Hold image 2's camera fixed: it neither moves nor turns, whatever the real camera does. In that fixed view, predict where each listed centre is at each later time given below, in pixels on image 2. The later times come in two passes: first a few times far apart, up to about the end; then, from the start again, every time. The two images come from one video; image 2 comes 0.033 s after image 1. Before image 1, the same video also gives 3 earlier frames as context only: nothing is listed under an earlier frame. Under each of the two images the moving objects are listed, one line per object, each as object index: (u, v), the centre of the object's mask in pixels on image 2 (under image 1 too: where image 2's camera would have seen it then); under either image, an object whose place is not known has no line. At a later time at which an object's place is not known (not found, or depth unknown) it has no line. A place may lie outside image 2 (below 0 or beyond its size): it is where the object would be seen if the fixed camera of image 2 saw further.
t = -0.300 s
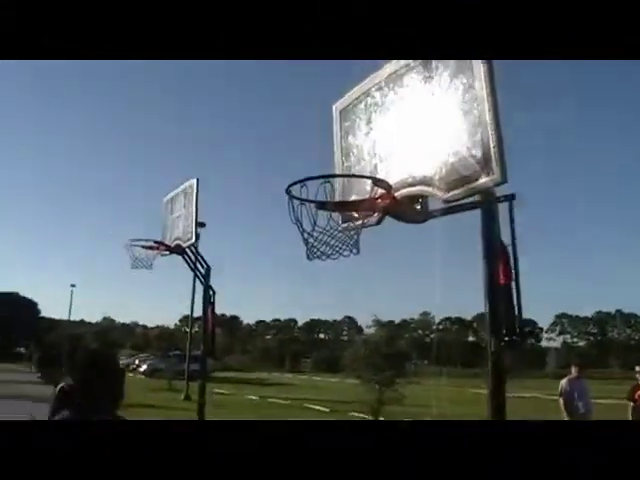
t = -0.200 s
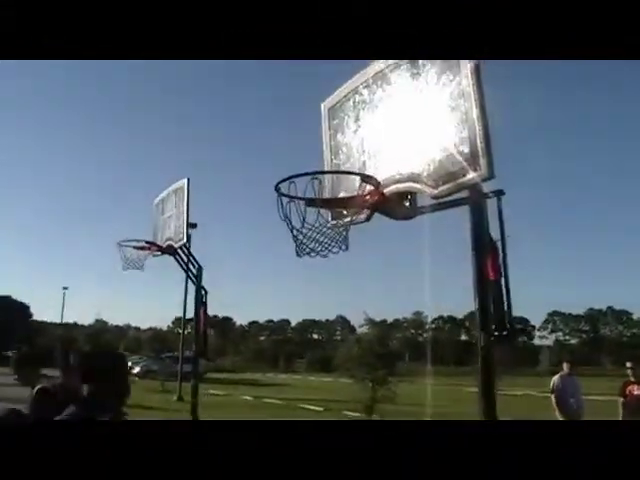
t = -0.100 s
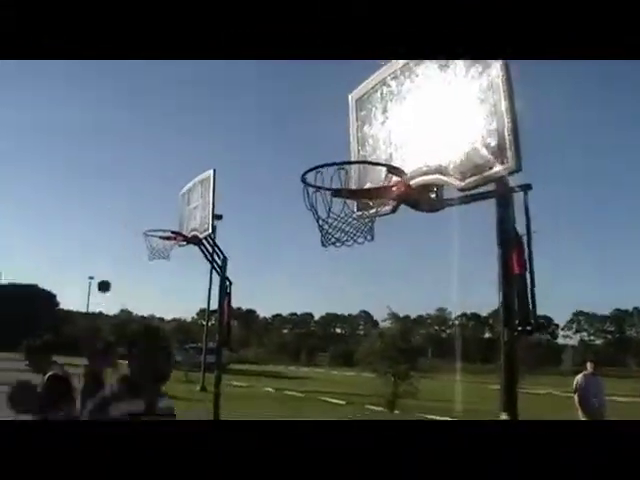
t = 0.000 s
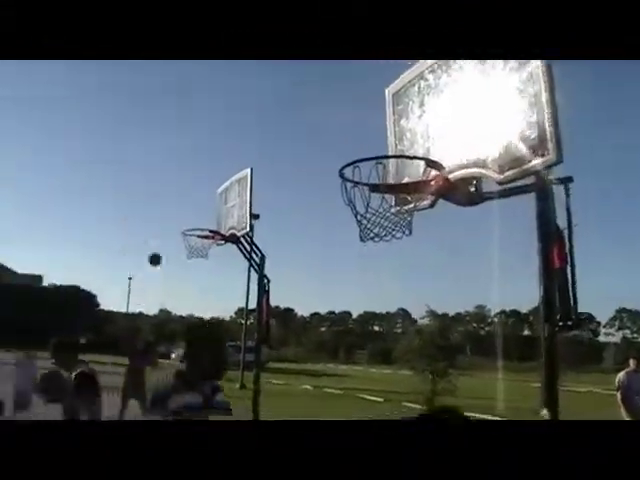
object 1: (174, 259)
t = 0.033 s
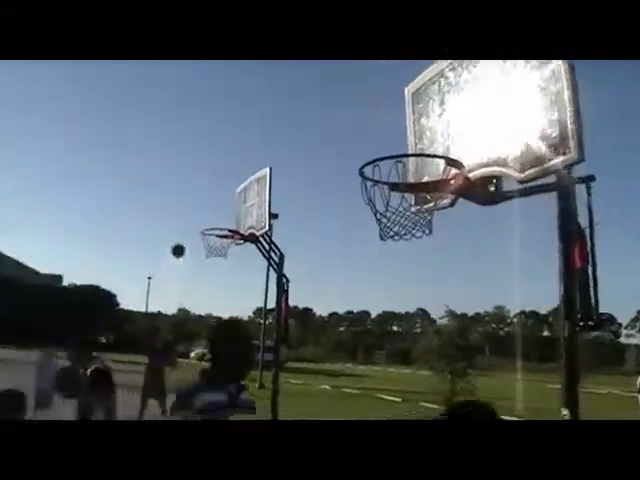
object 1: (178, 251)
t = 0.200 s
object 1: (200, 217)
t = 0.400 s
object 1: (228, 198)
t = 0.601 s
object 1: (248, 207)
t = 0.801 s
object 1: (266, 249)
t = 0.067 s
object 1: (183, 243)
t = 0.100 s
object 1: (187, 236)
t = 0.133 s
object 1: (191, 229)
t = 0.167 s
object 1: (196, 223)
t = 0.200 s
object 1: (200, 217)
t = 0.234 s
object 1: (205, 213)
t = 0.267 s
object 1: (210, 208)
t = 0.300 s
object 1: (214, 205)
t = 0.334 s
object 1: (219, 202)
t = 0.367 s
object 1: (224, 200)
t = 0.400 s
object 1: (228, 198)
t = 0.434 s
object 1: (233, 198)
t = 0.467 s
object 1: (237, 198)
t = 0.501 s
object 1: (239, 199)
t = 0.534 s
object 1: (242, 201)
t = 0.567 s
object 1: (245, 203)
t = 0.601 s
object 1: (248, 207)
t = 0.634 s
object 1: (250, 211)
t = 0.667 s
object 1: (254, 216)
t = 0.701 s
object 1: (257, 223)
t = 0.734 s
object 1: (259, 231)
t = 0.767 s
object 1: (261, 238)
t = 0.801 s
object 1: (266, 249)
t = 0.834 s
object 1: (271, 261)
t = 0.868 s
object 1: (275, 274)
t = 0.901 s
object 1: (277, 288)
